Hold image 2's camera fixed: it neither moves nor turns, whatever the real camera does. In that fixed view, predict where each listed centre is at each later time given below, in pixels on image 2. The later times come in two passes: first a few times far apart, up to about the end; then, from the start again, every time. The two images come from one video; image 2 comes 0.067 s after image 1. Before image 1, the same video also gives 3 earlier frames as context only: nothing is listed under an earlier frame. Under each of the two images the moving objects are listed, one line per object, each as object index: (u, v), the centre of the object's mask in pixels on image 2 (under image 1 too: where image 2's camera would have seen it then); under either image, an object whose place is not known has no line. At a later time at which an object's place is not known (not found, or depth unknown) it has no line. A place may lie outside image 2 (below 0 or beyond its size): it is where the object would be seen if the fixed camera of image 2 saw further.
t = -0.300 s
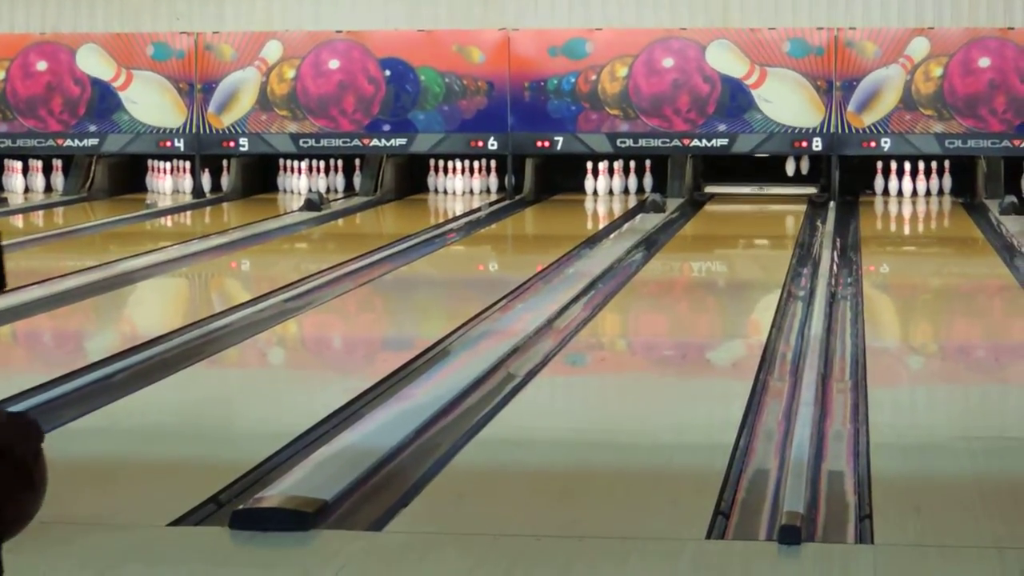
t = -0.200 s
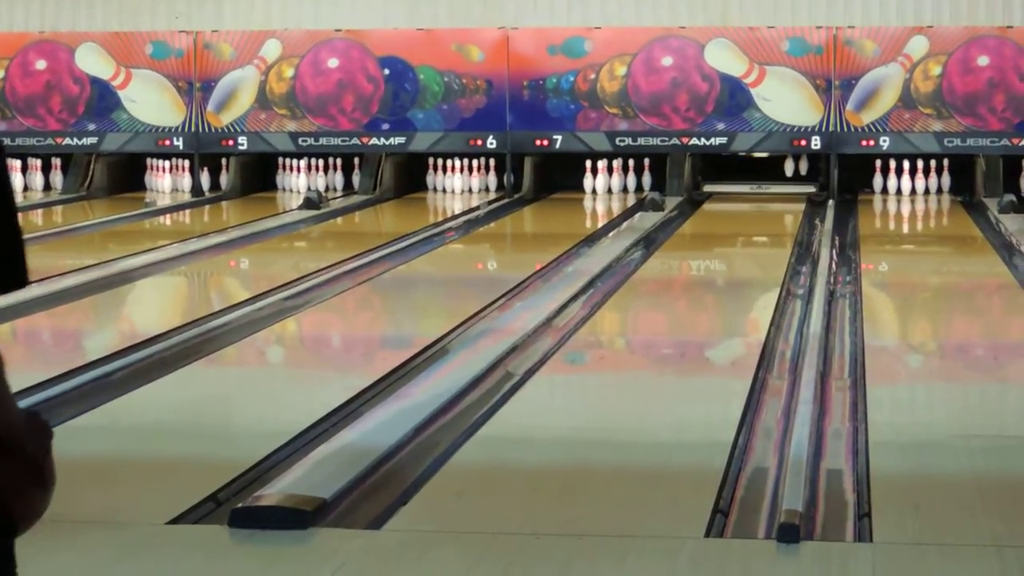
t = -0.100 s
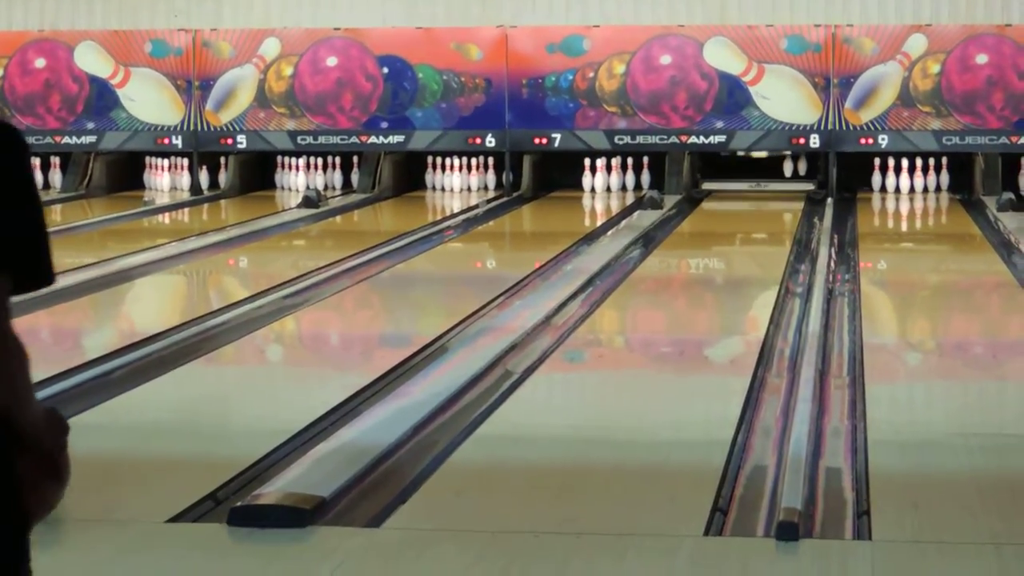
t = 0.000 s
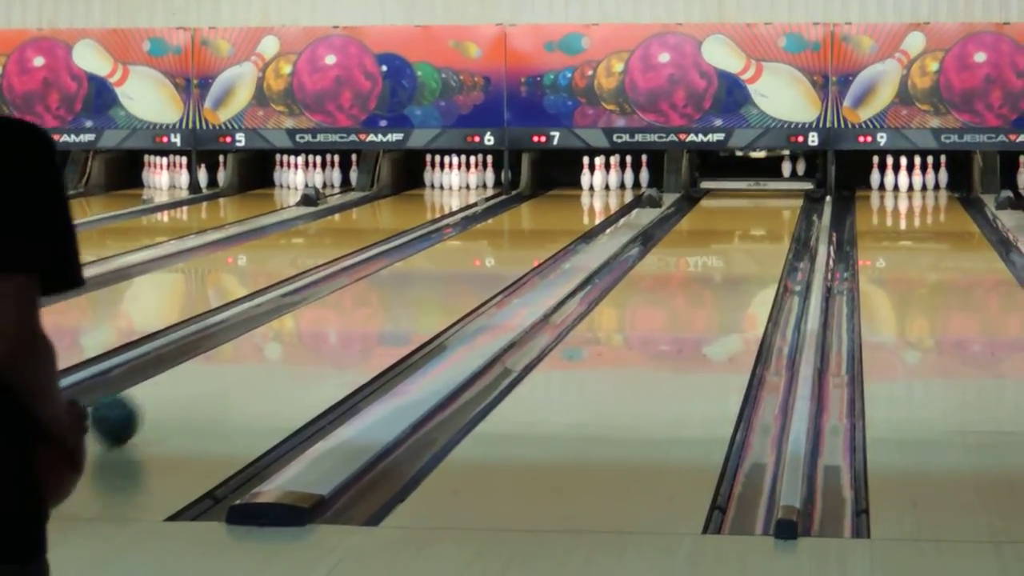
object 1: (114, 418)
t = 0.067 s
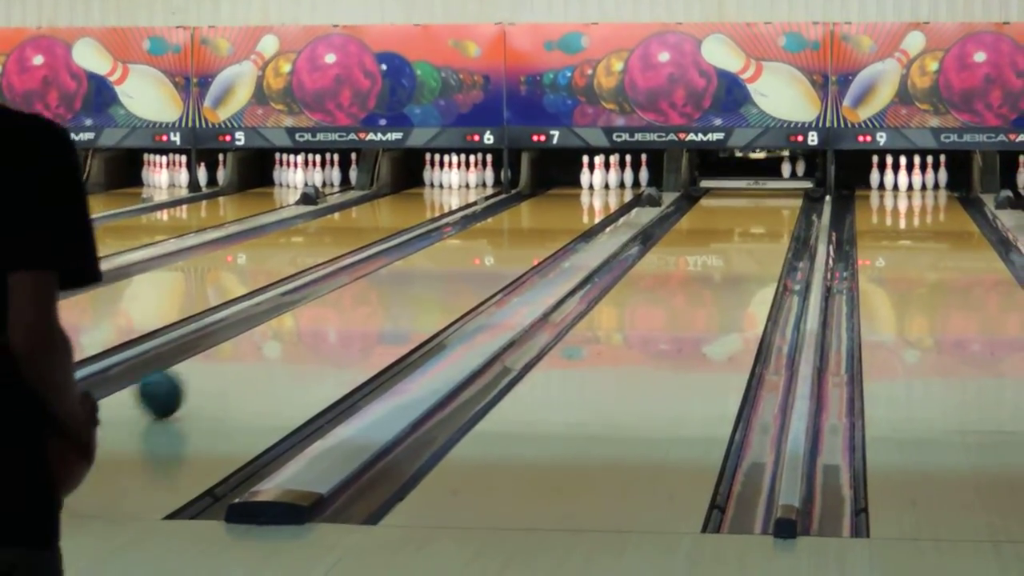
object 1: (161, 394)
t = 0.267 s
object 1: (271, 337)
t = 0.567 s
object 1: (382, 280)
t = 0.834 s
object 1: (449, 247)
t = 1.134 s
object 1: (503, 221)
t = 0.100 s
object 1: (182, 383)
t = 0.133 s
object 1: (202, 372)
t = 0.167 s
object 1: (220, 362)
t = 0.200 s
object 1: (238, 354)
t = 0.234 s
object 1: (254, 345)
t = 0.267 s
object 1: (271, 337)
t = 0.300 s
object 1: (286, 329)
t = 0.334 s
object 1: (299, 321)
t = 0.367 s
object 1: (313, 315)
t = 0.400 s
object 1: (326, 308)
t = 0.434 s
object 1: (338, 302)
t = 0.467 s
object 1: (350, 296)
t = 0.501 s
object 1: (361, 290)
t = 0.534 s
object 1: (371, 285)
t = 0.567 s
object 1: (382, 280)
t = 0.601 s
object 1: (391, 276)
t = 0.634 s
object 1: (400, 271)
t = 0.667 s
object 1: (409, 267)
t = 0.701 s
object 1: (418, 262)
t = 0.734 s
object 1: (426, 259)
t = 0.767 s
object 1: (434, 255)
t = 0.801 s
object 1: (441, 251)
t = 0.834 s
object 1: (449, 247)
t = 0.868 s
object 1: (455, 244)
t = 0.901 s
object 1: (462, 240)
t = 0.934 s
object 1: (469, 238)
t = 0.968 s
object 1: (475, 234)
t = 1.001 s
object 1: (481, 231)
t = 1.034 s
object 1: (487, 229)
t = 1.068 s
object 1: (492, 226)
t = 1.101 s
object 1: (498, 223)
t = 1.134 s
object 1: (503, 221)
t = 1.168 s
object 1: (508, 218)
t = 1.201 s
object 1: (513, 214)
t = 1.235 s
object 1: (517, 212)
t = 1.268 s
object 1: (522, 210)
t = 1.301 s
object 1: (527, 207)
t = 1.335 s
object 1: (531, 205)
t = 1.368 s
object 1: (535, 202)
